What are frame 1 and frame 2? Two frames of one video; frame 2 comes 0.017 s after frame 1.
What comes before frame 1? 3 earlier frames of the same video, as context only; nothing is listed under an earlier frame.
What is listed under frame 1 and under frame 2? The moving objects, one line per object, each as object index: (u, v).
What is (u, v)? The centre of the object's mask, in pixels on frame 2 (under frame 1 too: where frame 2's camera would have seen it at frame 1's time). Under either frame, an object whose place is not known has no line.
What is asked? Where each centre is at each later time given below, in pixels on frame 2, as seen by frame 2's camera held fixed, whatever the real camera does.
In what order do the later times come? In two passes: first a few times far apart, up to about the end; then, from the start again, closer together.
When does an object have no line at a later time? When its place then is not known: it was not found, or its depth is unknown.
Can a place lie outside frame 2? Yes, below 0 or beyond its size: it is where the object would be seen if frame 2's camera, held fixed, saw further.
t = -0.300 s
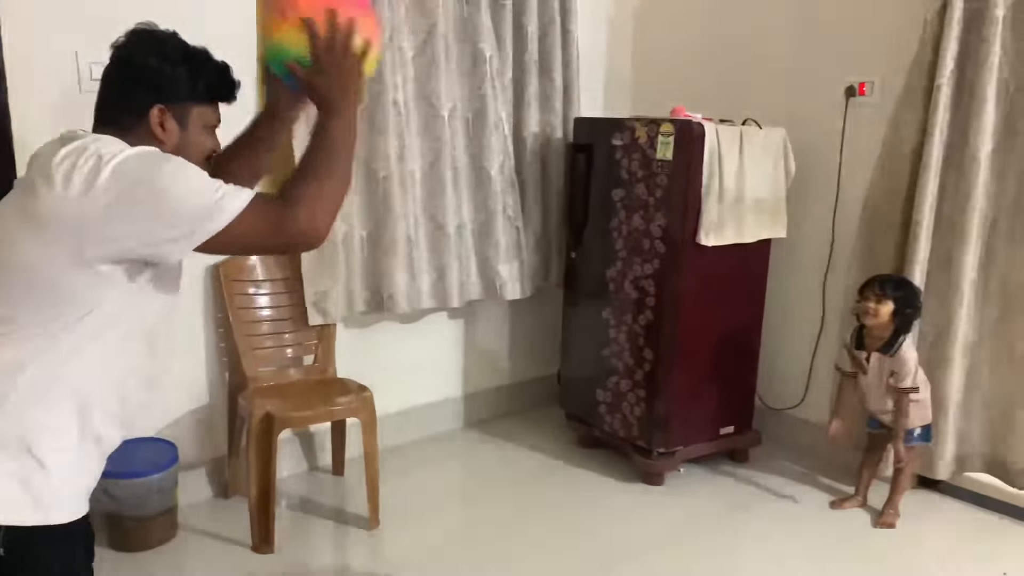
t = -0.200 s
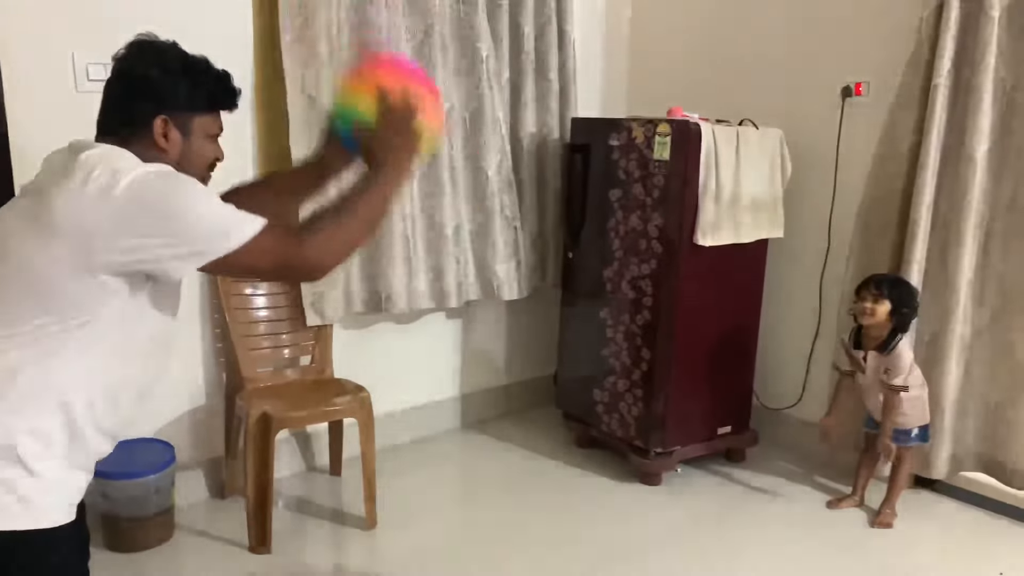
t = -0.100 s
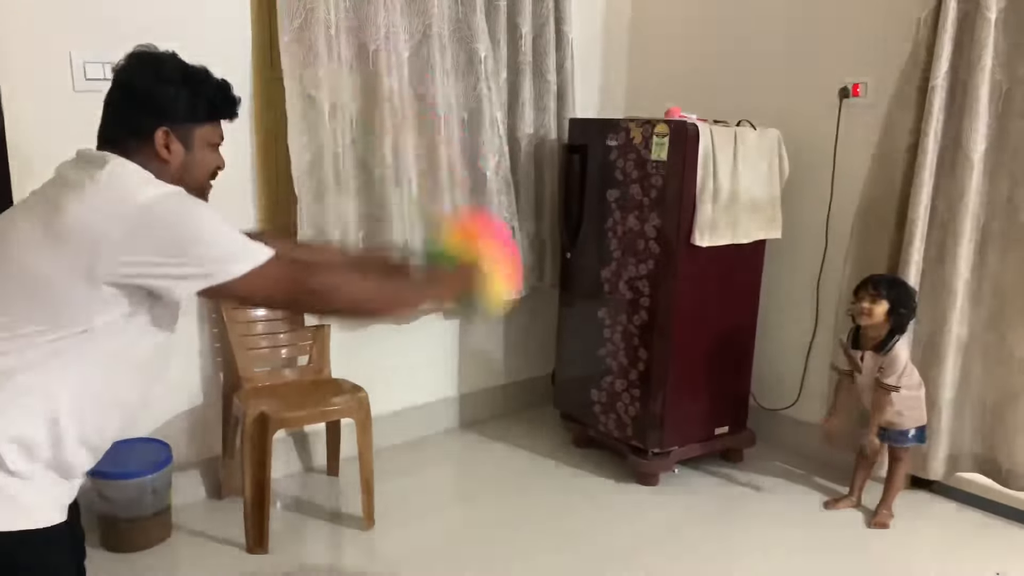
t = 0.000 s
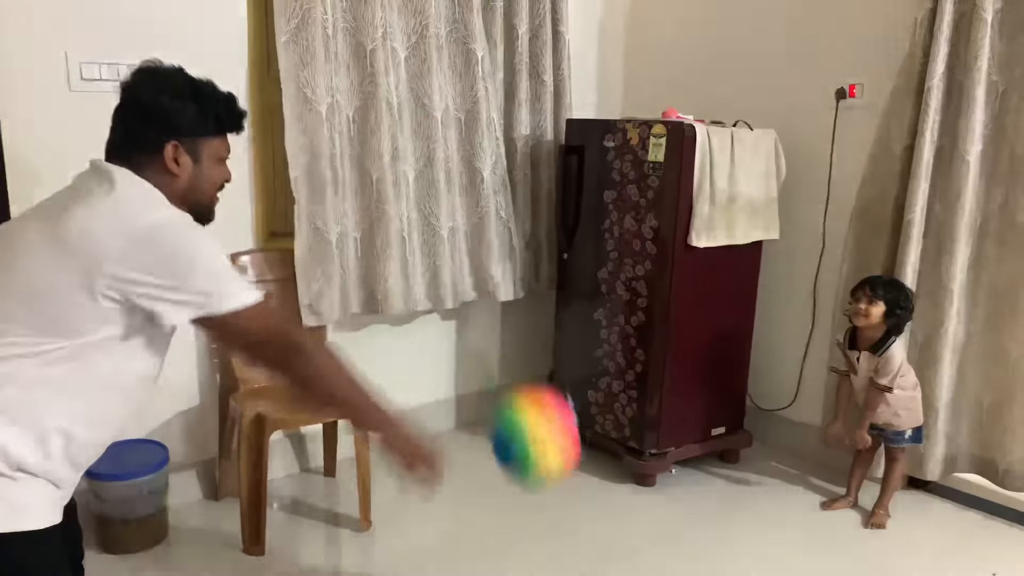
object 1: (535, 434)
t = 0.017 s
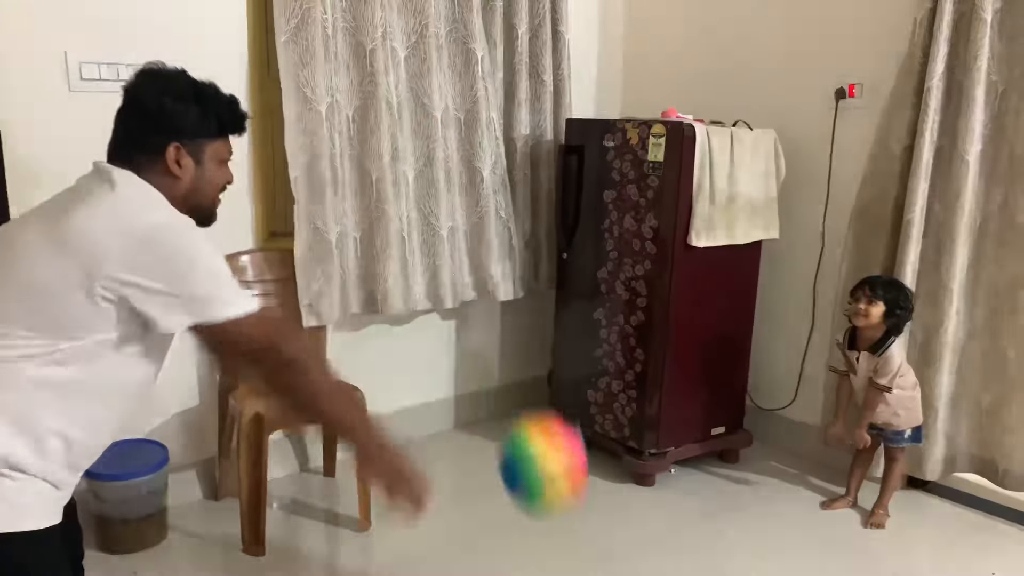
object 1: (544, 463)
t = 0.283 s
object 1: (626, 334)
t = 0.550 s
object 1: (671, 172)
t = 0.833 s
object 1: (702, 230)
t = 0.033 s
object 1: (553, 490)
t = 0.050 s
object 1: (560, 520)
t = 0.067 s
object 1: (568, 543)
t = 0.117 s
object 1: (586, 554)
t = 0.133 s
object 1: (591, 540)
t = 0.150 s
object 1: (596, 514)
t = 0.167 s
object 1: (601, 487)
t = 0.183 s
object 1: (605, 461)
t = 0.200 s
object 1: (608, 437)
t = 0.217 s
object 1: (612, 416)
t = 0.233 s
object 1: (615, 395)
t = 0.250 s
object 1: (619, 374)
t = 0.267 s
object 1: (623, 352)
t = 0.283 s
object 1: (626, 334)
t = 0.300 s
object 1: (630, 316)
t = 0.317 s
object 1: (633, 300)
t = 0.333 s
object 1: (637, 284)
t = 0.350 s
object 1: (640, 268)
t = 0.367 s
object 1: (643, 256)
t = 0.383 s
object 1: (646, 244)
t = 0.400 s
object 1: (649, 232)
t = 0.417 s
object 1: (652, 222)
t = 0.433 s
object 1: (655, 212)
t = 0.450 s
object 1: (657, 203)
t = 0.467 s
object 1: (659, 197)
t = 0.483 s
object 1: (662, 190)
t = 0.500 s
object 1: (665, 184)
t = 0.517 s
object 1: (667, 179)
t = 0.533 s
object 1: (668, 175)
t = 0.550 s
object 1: (671, 172)
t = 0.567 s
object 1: (673, 169)
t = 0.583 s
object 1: (674, 168)
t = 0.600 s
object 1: (676, 166)
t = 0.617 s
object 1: (678, 166)
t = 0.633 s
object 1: (680, 167)
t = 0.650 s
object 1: (681, 168)
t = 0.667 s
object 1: (682, 169)
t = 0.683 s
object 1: (684, 173)
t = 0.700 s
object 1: (687, 177)
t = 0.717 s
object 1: (688, 180)
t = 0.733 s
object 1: (688, 186)
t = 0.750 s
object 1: (690, 192)
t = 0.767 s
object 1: (691, 197)
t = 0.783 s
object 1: (692, 205)
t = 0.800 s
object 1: (694, 213)
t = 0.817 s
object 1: (698, 220)
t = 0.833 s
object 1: (702, 230)
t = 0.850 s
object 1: (707, 239)
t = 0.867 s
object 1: (710, 248)
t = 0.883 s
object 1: (714, 260)
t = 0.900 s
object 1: (717, 270)
